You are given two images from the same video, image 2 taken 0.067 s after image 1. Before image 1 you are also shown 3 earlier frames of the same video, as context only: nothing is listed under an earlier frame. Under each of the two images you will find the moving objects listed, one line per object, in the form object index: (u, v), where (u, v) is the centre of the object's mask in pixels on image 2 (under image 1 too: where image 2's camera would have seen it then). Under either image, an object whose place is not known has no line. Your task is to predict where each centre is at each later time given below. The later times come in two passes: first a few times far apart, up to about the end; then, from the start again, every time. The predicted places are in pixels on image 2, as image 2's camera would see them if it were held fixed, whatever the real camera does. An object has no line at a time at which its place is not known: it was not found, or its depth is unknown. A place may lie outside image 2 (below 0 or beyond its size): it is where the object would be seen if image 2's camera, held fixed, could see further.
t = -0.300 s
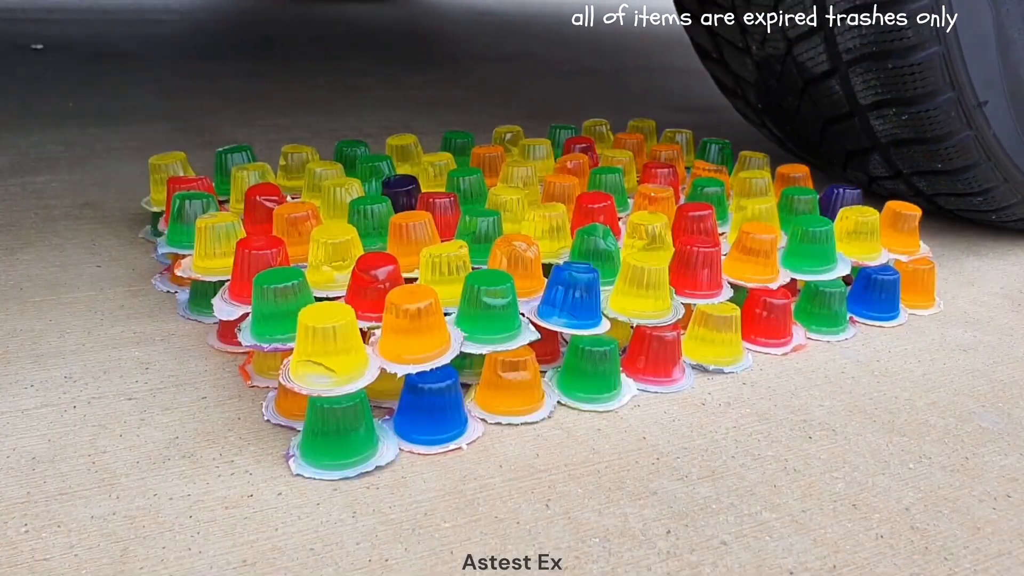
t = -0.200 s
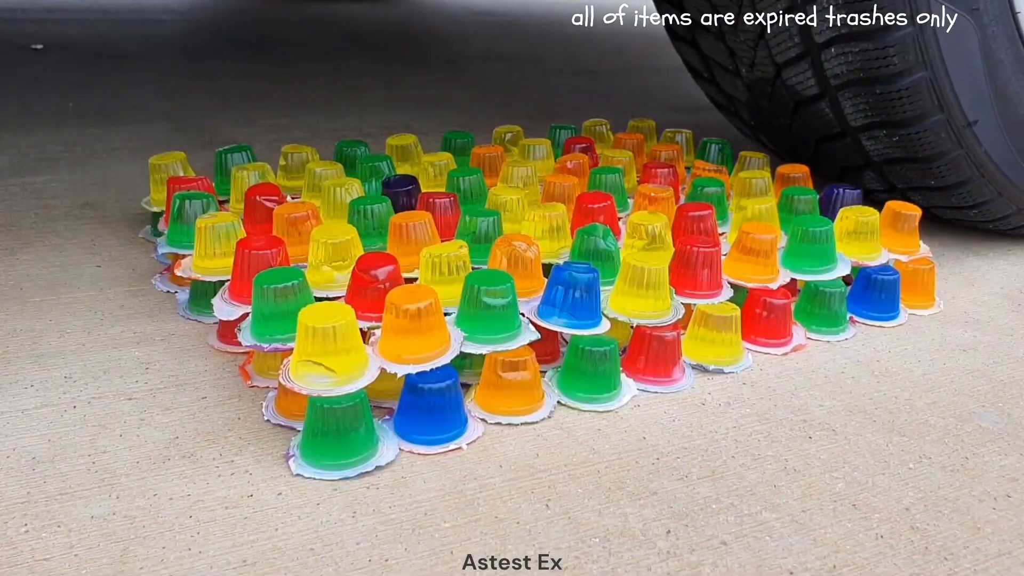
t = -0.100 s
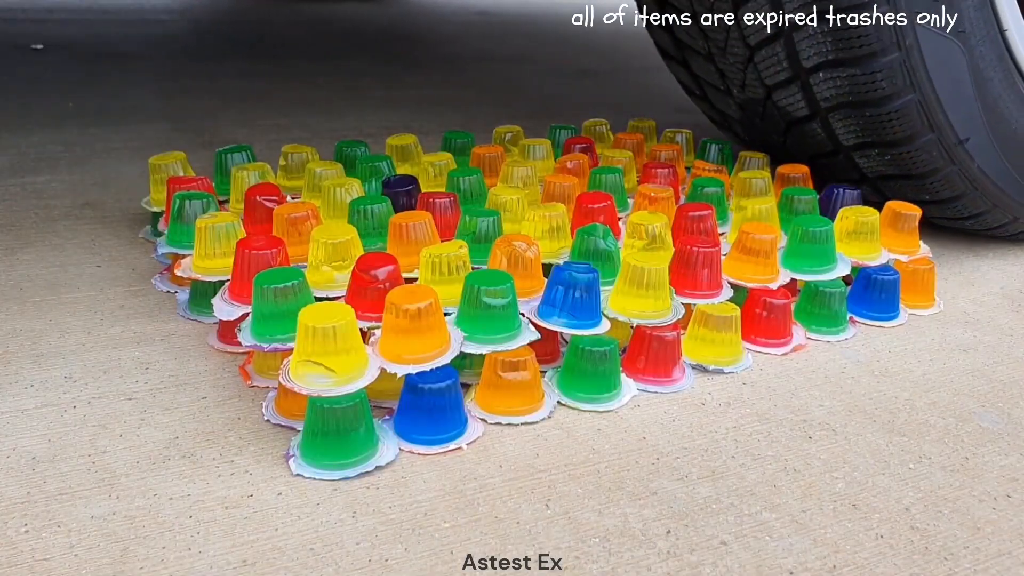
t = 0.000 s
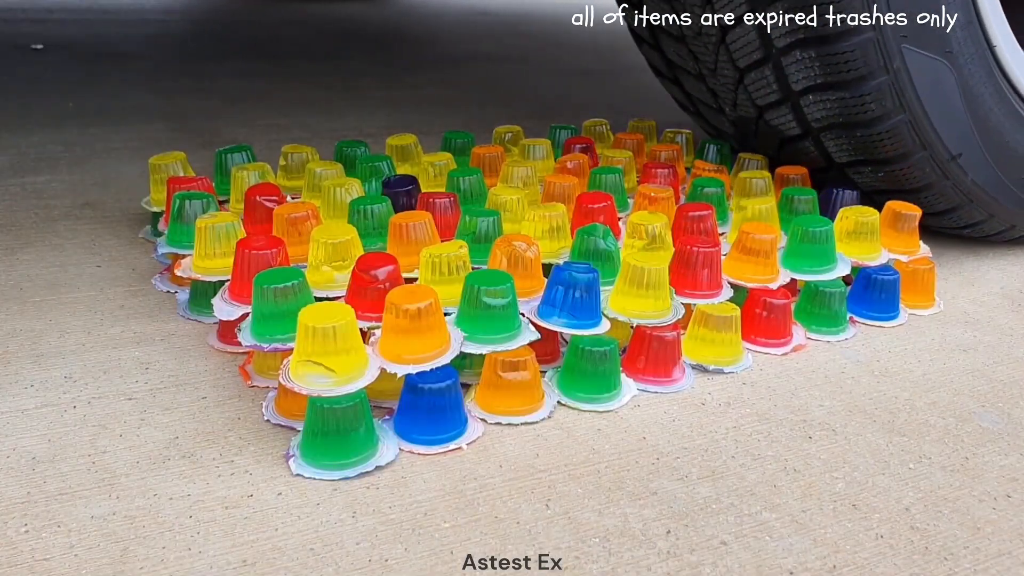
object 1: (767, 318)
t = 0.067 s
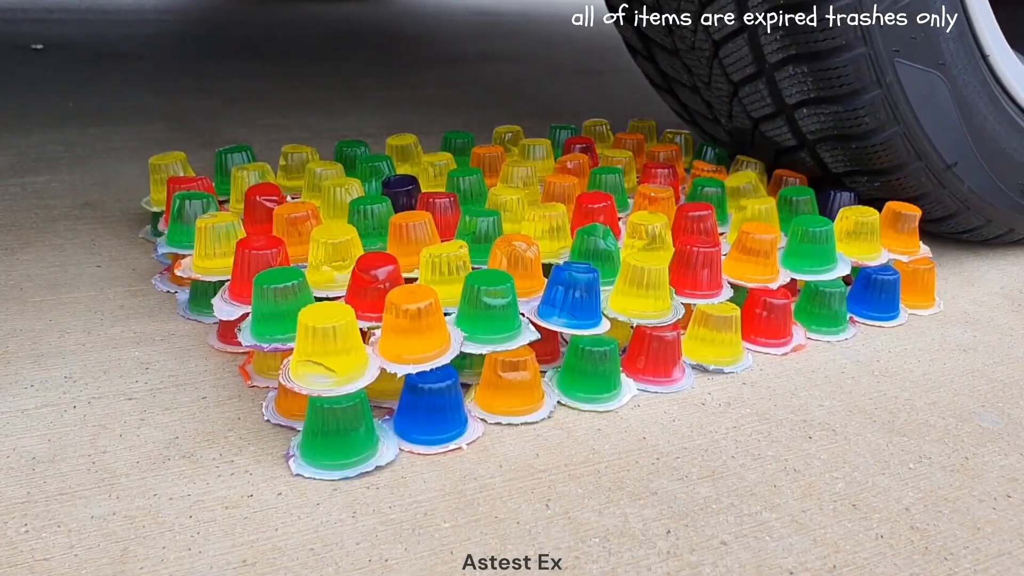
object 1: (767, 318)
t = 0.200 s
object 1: (767, 318)
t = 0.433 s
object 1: (768, 318)
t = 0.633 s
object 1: (768, 320)
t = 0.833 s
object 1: (769, 320)
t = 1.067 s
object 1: (770, 321)
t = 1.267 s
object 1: (773, 323)
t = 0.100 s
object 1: (767, 318)
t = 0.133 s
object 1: (767, 318)
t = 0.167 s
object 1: (767, 318)
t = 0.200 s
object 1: (767, 318)
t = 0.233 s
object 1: (767, 318)
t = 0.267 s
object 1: (767, 318)
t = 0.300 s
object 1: (767, 318)
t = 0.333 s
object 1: (767, 318)
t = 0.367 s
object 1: (768, 318)
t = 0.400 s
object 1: (768, 318)
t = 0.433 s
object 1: (768, 318)
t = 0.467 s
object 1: (768, 318)
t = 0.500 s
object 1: (768, 318)
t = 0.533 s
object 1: (768, 319)
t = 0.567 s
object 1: (768, 319)
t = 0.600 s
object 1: (768, 319)
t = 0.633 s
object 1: (768, 320)
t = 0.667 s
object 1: (768, 320)
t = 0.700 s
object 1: (768, 320)
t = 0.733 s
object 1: (768, 320)
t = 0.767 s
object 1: (768, 320)
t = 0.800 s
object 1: (769, 320)
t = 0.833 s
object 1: (769, 320)
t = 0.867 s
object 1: (769, 320)
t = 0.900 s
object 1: (769, 320)
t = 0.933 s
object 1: (769, 320)
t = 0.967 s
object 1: (769, 320)
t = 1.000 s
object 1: (769, 321)
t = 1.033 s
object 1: (770, 321)
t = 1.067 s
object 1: (770, 321)
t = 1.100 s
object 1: (771, 321)
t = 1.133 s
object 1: (772, 322)
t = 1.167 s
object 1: (773, 322)
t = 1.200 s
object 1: (773, 322)
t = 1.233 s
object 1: (773, 322)
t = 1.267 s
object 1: (773, 323)
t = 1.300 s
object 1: (773, 324)
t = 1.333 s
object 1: (774, 324)
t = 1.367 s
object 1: (774, 325)
